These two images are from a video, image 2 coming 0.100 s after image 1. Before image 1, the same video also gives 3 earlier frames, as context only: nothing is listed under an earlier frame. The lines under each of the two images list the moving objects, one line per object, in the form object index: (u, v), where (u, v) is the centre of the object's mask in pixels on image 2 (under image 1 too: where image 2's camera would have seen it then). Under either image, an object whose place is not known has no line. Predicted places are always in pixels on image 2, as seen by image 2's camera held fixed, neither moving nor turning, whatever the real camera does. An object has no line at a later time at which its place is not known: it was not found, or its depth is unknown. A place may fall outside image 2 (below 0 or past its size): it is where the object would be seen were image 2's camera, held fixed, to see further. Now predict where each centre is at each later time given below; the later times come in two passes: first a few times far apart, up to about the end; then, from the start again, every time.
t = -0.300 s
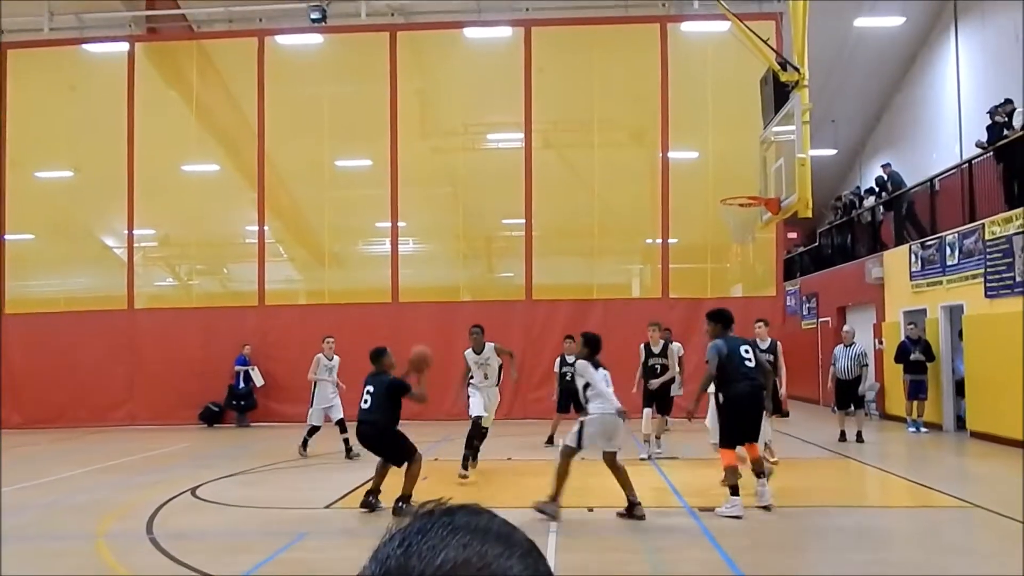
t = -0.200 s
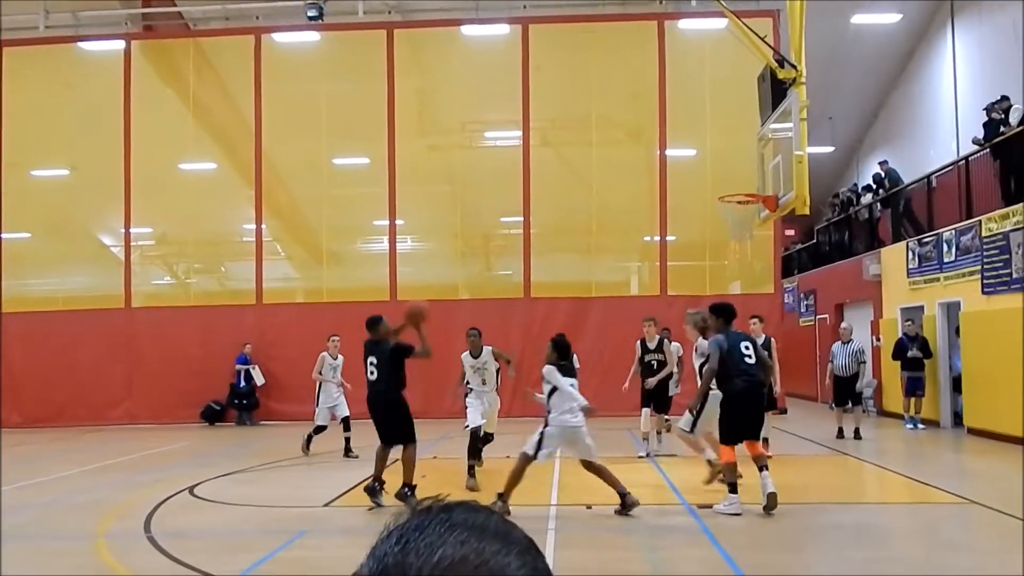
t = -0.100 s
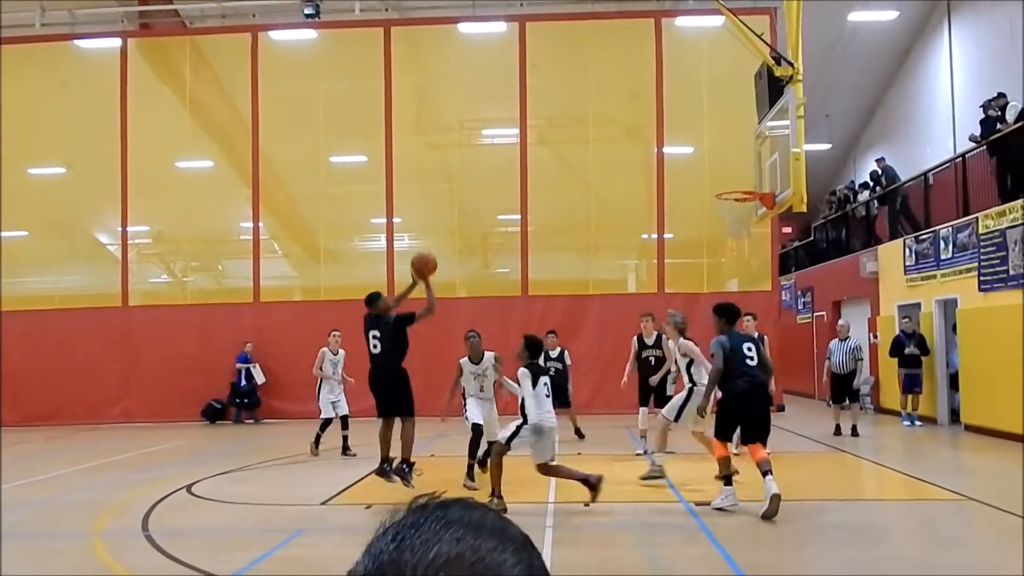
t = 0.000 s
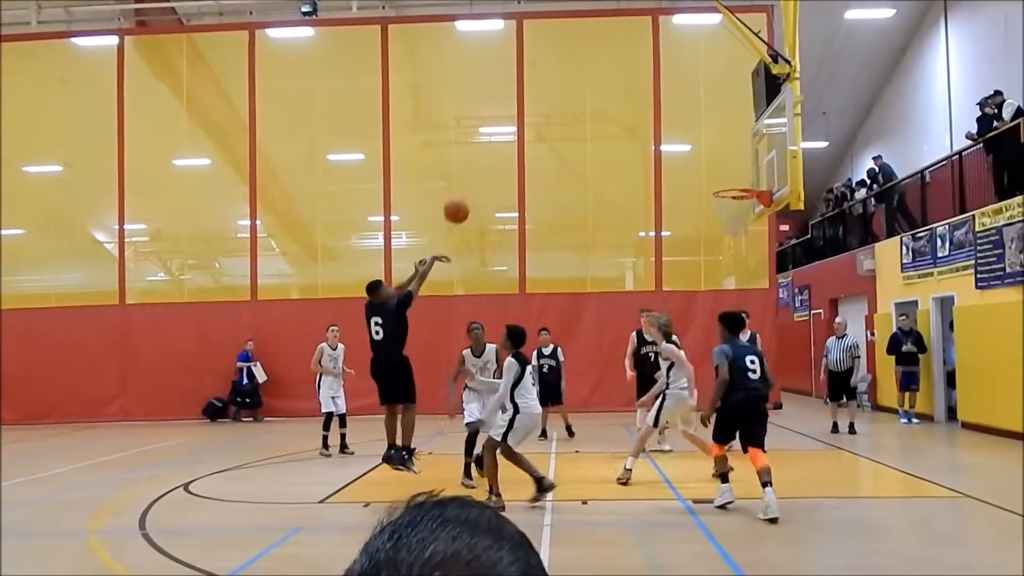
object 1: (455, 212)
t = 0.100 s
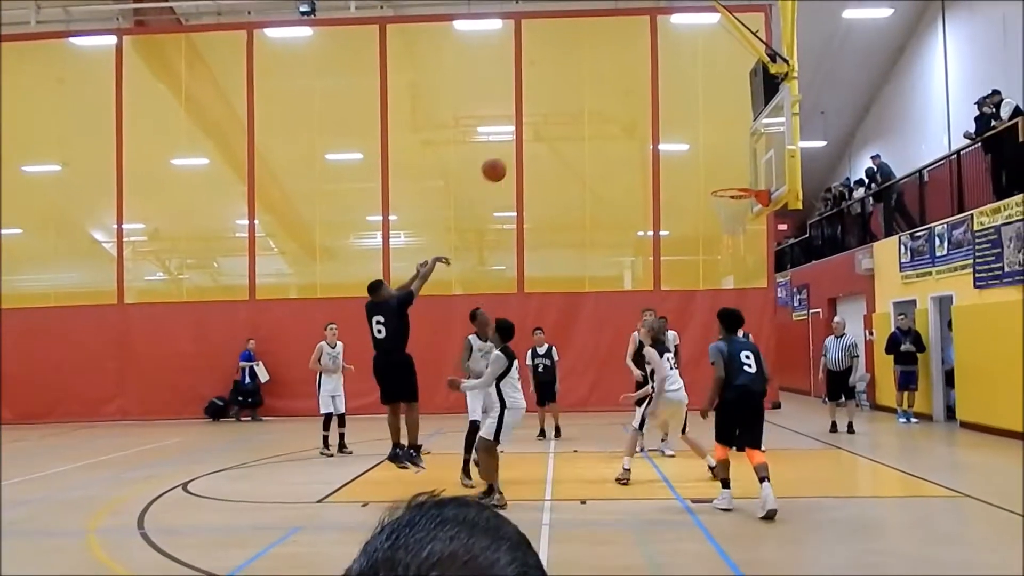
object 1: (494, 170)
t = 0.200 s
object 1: (530, 140)
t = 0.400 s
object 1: (598, 115)
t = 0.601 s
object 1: (660, 128)
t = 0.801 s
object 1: (720, 174)
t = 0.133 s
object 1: (506, 159)
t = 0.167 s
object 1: (518, 149)
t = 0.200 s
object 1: (530, 140)
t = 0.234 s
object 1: (541, 133)
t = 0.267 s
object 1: (553, 127)
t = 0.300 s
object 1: (564, 123)
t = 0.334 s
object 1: (575, 119)
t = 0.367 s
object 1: (587, 117)
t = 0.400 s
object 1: (598, 115)
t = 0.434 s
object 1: (608, 115)
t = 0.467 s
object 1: (619, 116)
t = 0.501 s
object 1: (629, 118)
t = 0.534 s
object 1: (640, 120)
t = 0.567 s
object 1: (650, 124)
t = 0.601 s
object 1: (660, 128)
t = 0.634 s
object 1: (670, 133)
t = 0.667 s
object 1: (681, 140)
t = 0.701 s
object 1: (690, 147)
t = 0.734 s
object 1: (700, 155)
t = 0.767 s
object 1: (710, 164)
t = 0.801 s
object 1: (720, 174)
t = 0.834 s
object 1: (729, 183)
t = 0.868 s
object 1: (737, 196)
